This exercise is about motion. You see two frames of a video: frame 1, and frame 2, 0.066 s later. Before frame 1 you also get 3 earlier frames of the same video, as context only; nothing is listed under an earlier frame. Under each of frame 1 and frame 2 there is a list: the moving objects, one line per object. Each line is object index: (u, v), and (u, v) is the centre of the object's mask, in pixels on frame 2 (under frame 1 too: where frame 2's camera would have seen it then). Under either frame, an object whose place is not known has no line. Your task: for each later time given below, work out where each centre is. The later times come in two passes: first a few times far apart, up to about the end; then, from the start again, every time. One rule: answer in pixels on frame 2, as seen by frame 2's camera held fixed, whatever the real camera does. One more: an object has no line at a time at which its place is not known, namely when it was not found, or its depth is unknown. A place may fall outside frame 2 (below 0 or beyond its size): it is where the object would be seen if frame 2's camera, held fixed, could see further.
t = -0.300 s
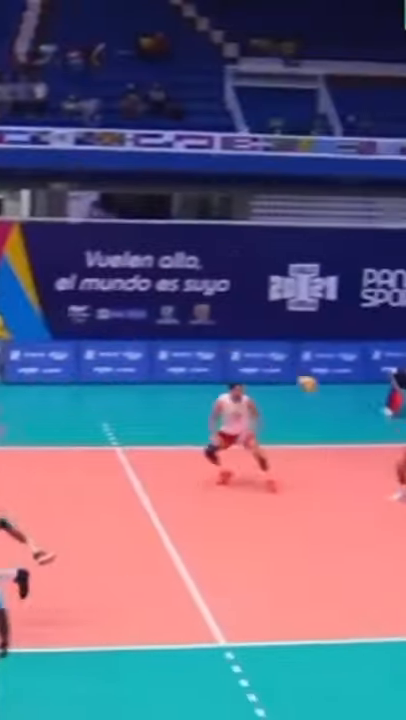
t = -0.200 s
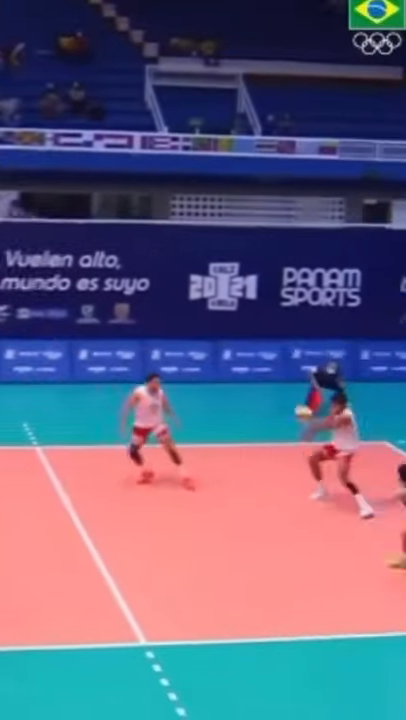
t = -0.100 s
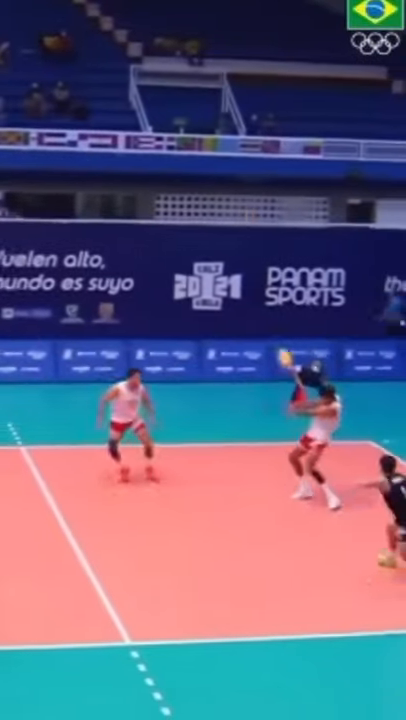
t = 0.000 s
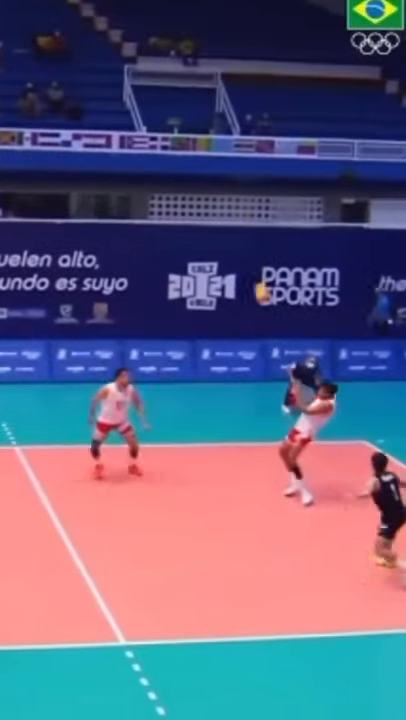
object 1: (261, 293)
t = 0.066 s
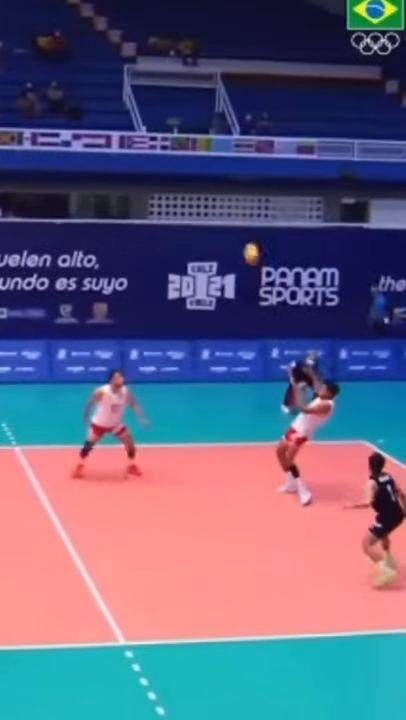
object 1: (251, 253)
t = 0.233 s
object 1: (223, 167)
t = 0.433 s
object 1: (192, 90)
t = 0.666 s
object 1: (156, 37)
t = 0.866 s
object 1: (126, 22)
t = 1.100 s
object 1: (90, 38)
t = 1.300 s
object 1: (59, 79)
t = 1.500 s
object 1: (29, 144)
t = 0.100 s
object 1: (245, 234)
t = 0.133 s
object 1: (239, 215)
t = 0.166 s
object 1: (233, 198)
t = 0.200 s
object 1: (229, 182)
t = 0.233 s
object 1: (223, 167)
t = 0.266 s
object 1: (217, 152)
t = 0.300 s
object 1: (211, 137)
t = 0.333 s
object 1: (207, 125)
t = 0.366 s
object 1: (202, 112)
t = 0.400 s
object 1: (197, 101)
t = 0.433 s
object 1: (192, 90)
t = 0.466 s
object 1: (186, 81)
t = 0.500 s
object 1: (181, 72)
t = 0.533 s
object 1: (176, 61)
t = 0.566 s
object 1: (171, 55)
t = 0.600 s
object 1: (166, 49)
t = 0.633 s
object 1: (161, 43)
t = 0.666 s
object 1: (156, 37)
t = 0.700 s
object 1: (151, 33)
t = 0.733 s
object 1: (146, 29)
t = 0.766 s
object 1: (141, 26)
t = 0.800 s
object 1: (136, 24)
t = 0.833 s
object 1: (131, 23)
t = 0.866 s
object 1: (126, 22)
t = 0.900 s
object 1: (121, 22)
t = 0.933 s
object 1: (116, 22)
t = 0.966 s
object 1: (111, 24)
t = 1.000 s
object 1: (105, 26)
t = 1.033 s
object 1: (100, 29)
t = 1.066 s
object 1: (96, 33)
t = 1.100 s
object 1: (90, 38)
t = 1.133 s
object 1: (85, 43)
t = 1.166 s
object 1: (80, 48)
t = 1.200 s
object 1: (75, 56)
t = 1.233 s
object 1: (70, 63)
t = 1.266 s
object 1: (64, 71)
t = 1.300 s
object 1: (59, 79)
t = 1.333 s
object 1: (55, 89)
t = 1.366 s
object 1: (49, 98)
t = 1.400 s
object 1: (44, 109)
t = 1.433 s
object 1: (39, 120)
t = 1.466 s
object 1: (33, 132)
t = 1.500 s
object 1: (29, 144)
